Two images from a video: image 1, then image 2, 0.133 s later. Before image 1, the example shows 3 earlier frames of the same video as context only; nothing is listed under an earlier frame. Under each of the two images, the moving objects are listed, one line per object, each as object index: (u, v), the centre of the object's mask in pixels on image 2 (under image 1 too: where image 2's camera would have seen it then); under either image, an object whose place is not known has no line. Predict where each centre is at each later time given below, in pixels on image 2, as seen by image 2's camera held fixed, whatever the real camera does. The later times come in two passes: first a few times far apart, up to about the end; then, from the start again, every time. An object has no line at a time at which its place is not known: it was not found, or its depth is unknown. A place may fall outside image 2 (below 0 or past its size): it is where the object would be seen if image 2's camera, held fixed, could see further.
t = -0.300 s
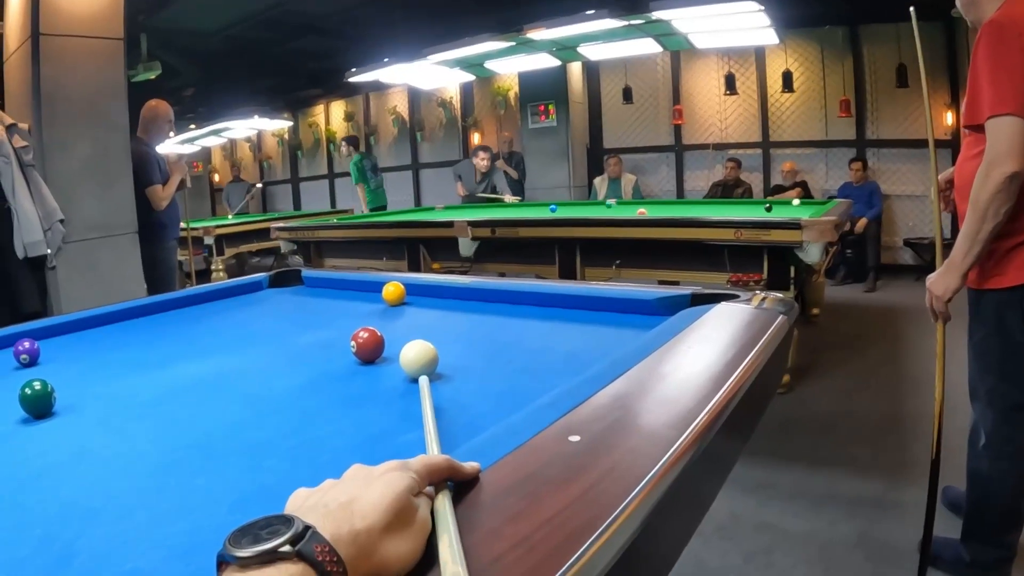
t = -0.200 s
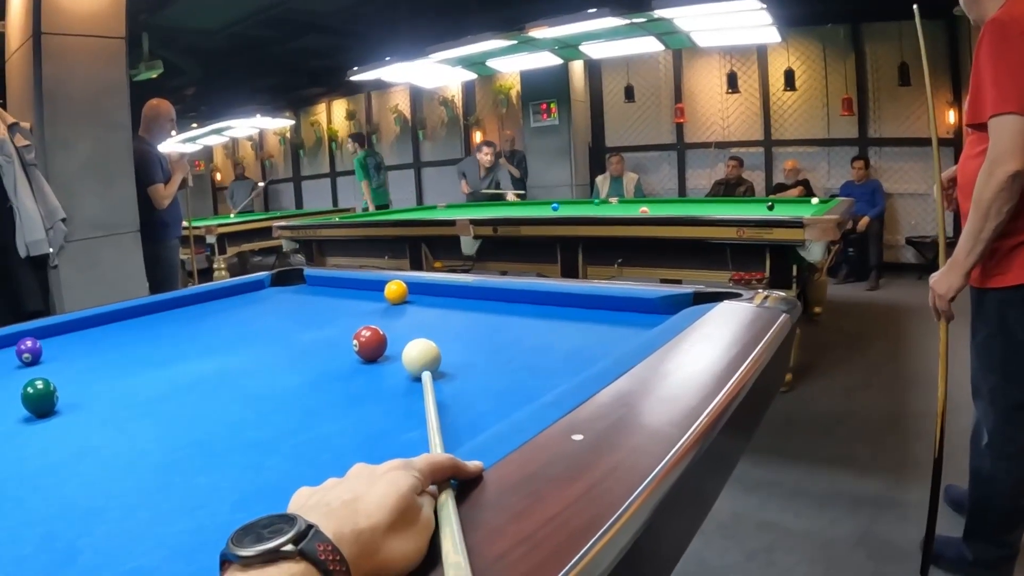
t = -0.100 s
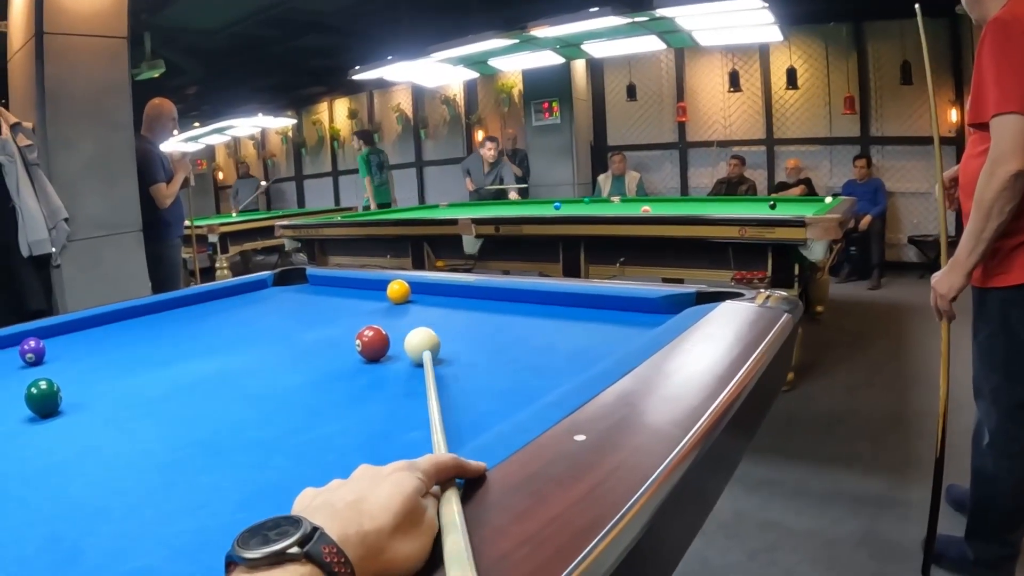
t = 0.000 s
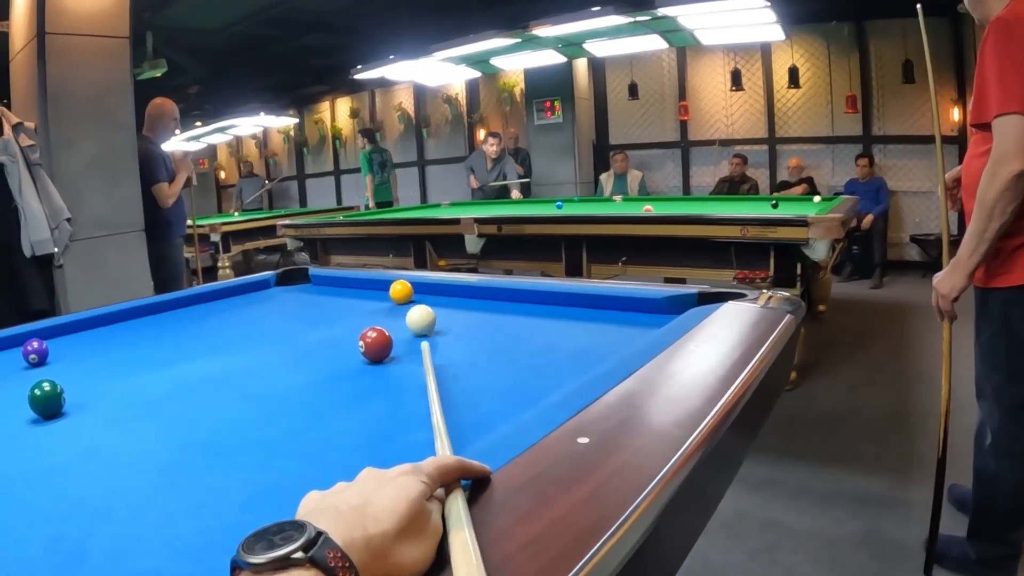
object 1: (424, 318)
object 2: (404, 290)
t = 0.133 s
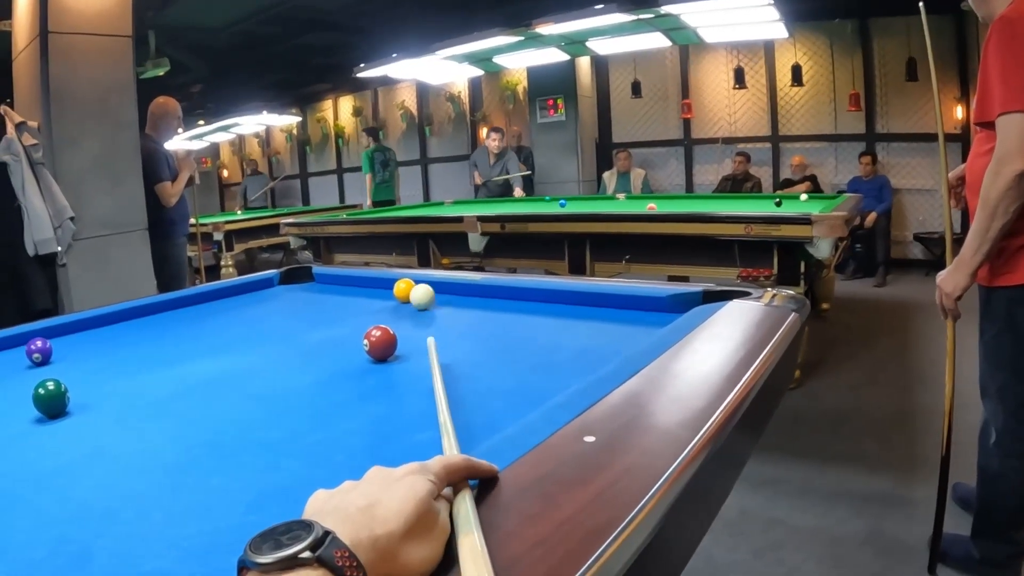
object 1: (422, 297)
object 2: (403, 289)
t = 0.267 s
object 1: (435, 288)
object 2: (381, 287)
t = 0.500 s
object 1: (395, 300)
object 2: (343, 282)
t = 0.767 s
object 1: (344, 315)
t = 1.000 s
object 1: (295, 328)
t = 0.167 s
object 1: (422, 292)
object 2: (403, 290)
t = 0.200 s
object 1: (431, 289)
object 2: (397, 289)
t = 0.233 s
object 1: (440, 287)
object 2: (388, 288)
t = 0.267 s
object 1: (435, 288)
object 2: (381, 287)
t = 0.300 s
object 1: (429, 290)
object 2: (374, 286)
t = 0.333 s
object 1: (424, 292)
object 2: (369, 285)
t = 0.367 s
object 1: (418, 293)
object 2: (363, 284)
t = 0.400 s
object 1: (412, 295)
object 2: (358, 284)
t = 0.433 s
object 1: (406, 296)
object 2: (353, 283)
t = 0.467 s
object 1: (400, 298)
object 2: (348, 282)
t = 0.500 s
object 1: (395, 300)
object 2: (343, 282)
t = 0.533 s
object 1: (389, 302)
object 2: (338, 281)
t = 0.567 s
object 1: (383, 303)
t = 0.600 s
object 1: (376, 305)
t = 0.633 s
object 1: (370, 307)
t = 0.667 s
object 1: (364, 308)
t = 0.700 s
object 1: (357, 311)
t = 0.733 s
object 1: (351, 313)
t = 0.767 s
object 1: (344, 315)
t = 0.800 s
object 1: (338, 316)
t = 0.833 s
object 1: (331, 318)
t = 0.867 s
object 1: (324, 321)
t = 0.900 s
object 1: (317, 322)
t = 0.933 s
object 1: (310, 324)
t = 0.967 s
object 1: (302, 327)
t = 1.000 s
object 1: (295, 328)
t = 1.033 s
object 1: (288, 331)
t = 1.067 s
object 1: (280, 333)
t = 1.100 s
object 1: (272, 335)
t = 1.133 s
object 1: (265, 337)
